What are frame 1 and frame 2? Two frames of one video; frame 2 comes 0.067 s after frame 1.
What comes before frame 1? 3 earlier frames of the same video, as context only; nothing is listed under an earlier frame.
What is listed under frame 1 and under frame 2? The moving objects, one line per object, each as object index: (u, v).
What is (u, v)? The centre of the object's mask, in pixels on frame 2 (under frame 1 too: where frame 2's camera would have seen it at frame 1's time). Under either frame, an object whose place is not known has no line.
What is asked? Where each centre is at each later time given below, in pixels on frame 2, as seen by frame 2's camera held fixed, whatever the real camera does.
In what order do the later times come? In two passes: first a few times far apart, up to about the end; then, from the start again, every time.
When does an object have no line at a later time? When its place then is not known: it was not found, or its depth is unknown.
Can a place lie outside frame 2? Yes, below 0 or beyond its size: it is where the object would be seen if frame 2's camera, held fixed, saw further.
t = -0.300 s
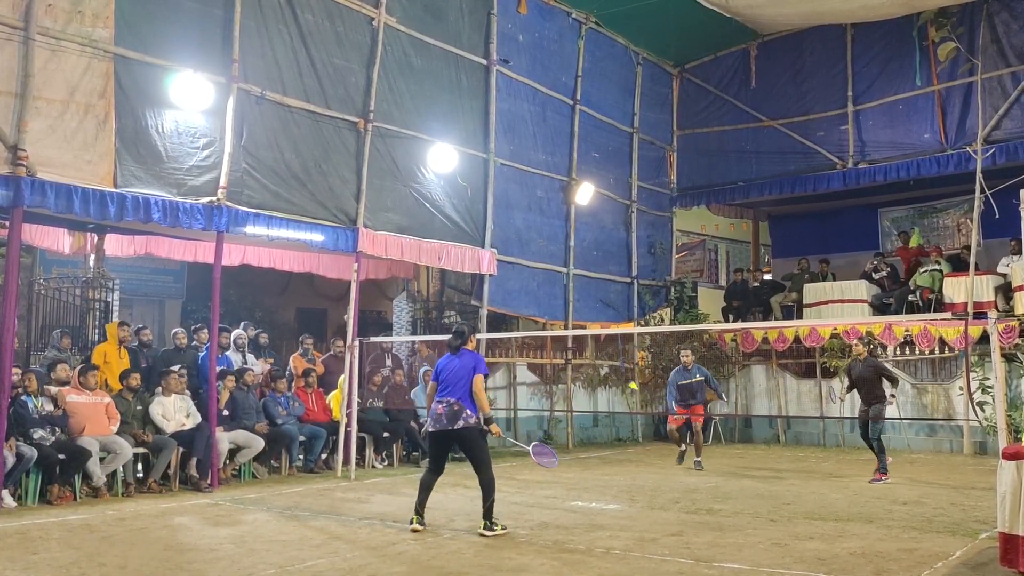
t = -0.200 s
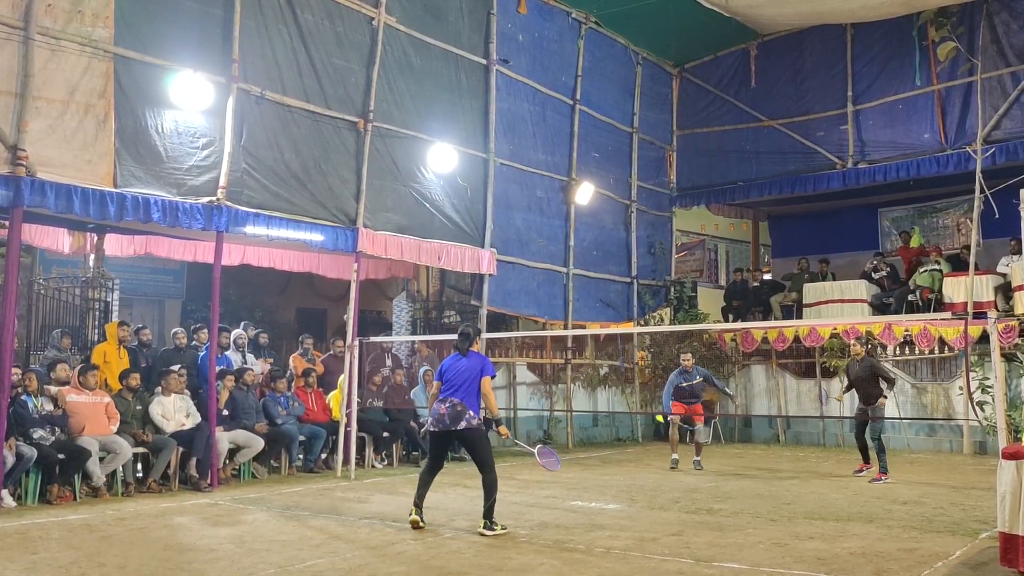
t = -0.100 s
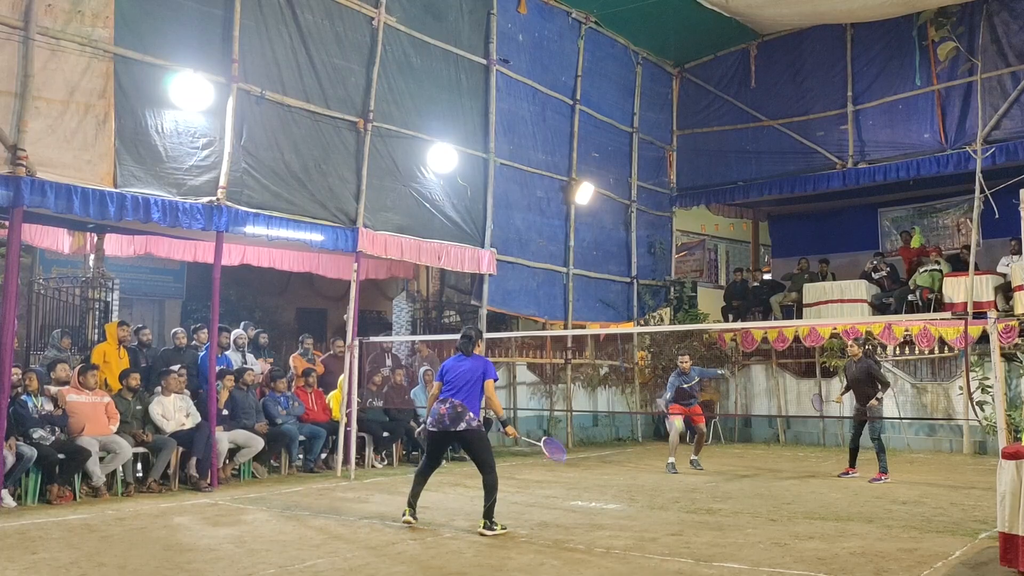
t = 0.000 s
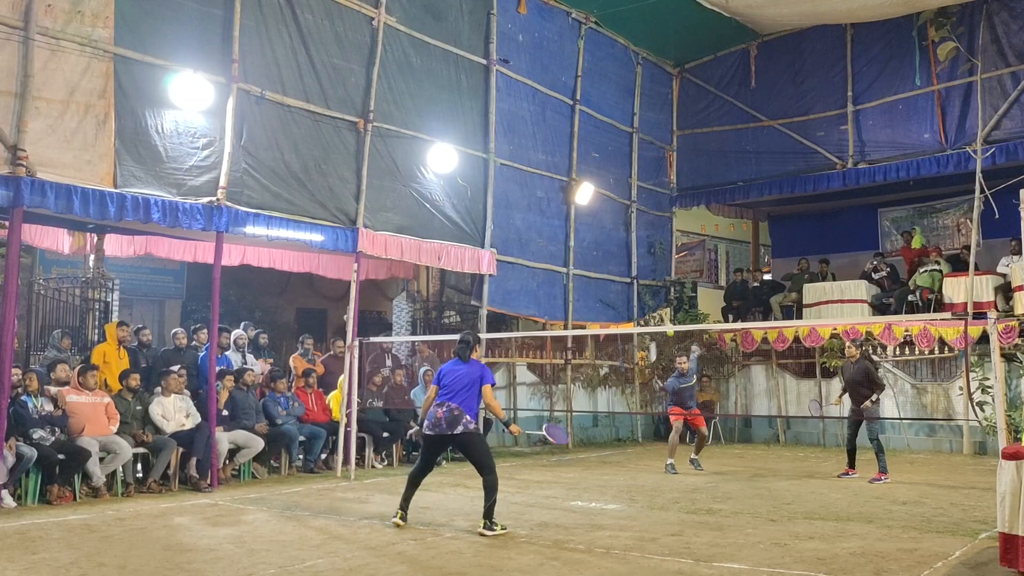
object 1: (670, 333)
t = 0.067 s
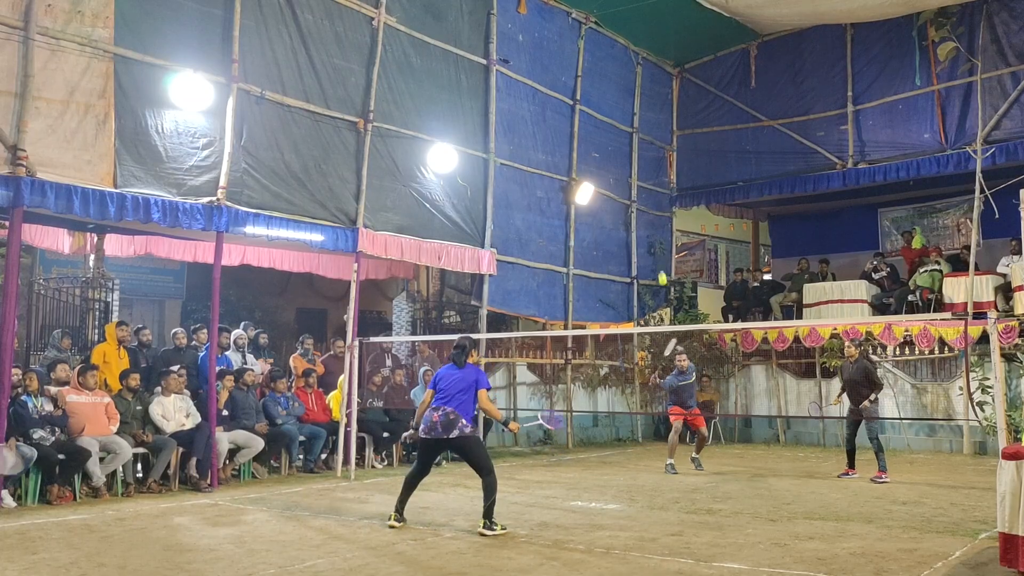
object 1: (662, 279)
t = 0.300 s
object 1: (640, 148)
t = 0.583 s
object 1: (604, 88)
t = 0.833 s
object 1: (559, 165)
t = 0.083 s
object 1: (661, 267)
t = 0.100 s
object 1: (659, 255)
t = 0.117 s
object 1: (657, 245)
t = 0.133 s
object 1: (656, 234)
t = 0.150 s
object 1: (655, 224)
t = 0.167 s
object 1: (653, 214)
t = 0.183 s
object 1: (651, 204)
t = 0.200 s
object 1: (650, 195)
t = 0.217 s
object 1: (648, 187)
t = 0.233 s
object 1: (646, 178)
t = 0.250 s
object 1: (645, 170)
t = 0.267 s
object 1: (643, 162)
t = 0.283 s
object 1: (641, 155)
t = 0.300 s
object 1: (640, 148)
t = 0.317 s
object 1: (638, 141)
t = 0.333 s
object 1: (636, 135)
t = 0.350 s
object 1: (634, 129)
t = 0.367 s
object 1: (632, 123)
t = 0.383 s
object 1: (631, 118)
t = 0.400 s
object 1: (629, 114)
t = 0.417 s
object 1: (627, 109)
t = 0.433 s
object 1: (625, 105)
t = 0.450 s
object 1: (622, 101)
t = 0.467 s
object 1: (620, 98)
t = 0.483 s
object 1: (618, 95)
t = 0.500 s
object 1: (616, 93)
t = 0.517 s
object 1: (614, 91)
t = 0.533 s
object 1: (612, 90)
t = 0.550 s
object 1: (609, 89)
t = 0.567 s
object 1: (607, 88)
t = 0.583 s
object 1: (604, 88)
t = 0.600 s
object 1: (602, 89)
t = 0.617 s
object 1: (599, 90)
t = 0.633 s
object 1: (597, 91)
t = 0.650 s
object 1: (594, 94)
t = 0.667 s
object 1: (591, 97)
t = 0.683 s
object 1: (588, 101)
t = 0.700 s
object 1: (586, 104)
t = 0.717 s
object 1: (583, 109)
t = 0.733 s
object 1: (579, 115)
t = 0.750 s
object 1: (576, 122)
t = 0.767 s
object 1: (572, 129)
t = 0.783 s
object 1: (569, 137)
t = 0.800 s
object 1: (566, 146)
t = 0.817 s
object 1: (563, 155)
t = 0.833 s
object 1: (559, 165)
